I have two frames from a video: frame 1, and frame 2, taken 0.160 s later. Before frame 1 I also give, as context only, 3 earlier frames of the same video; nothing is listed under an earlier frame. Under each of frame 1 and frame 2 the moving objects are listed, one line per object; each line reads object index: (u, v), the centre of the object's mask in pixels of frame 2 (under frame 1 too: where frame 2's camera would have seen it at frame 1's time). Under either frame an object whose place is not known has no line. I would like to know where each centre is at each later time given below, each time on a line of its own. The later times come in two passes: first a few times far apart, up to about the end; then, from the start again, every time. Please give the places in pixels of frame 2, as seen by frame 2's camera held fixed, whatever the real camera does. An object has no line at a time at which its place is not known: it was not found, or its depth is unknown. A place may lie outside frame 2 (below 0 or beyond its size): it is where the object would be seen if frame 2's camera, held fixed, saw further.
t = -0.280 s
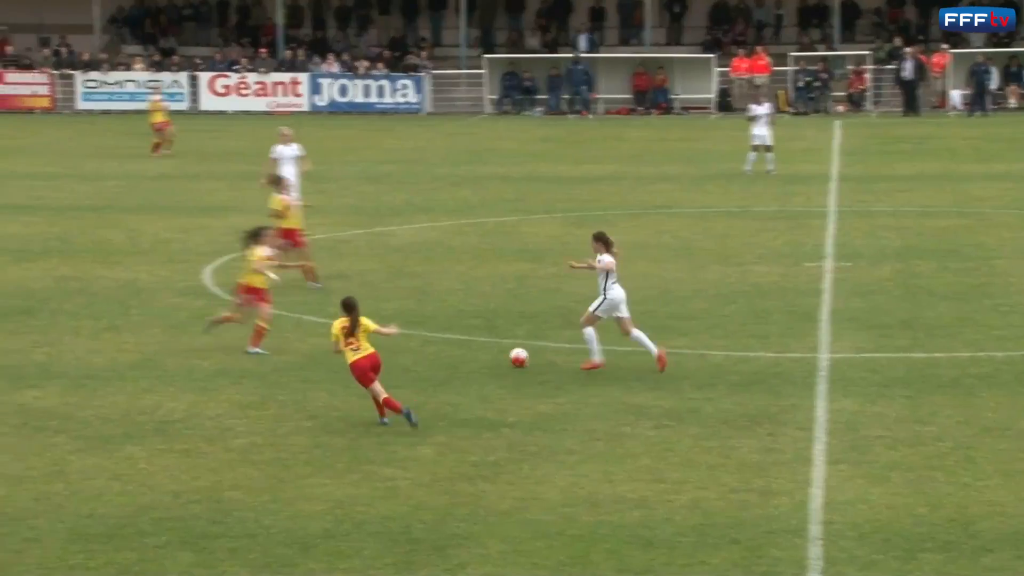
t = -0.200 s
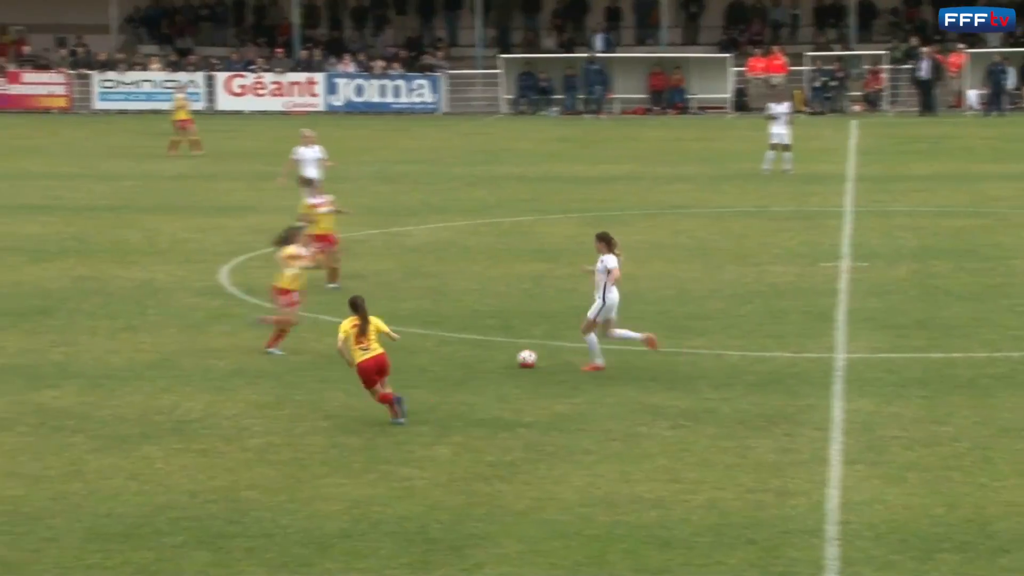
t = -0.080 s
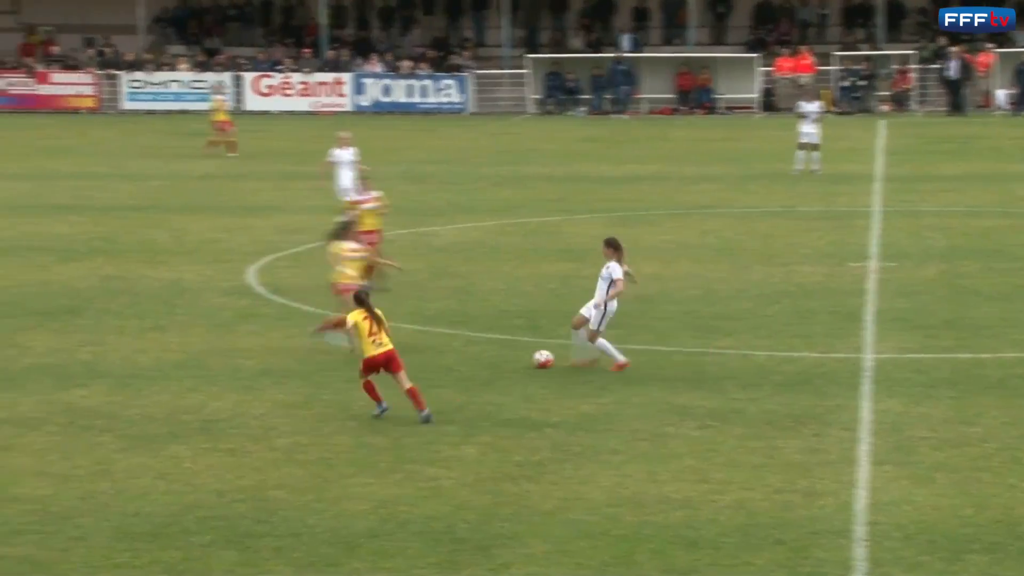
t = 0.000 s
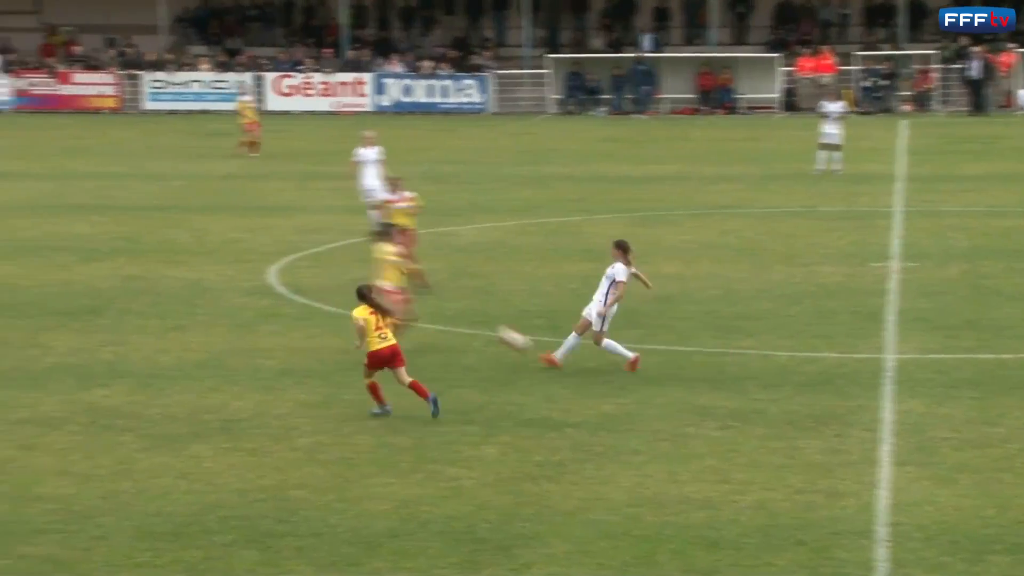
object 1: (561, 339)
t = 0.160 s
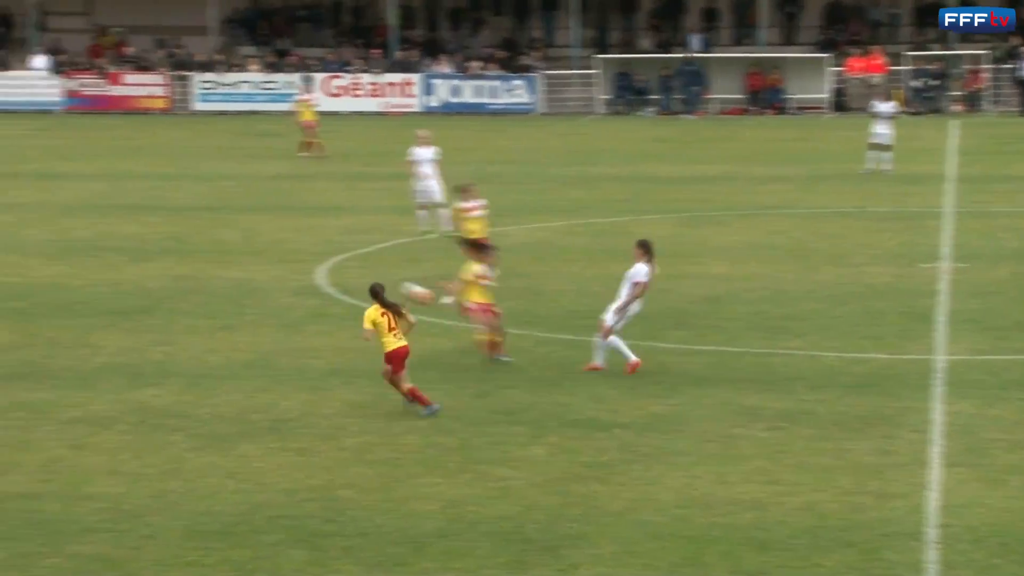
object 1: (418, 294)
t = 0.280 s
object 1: (306, 272)
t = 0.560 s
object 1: (46, 266)
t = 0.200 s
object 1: (384, 286)
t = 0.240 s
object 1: (339, 277)
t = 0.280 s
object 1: (306, 272)
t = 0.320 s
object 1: (271, 267)
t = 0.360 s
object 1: (235, 264)
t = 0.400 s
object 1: (197, 262)
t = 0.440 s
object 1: (161, 261)
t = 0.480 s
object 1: (121, 262)
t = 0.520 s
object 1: (85, 263)
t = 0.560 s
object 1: (46, 266)
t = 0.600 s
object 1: (10, 271)
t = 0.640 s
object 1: (-29, 277)
